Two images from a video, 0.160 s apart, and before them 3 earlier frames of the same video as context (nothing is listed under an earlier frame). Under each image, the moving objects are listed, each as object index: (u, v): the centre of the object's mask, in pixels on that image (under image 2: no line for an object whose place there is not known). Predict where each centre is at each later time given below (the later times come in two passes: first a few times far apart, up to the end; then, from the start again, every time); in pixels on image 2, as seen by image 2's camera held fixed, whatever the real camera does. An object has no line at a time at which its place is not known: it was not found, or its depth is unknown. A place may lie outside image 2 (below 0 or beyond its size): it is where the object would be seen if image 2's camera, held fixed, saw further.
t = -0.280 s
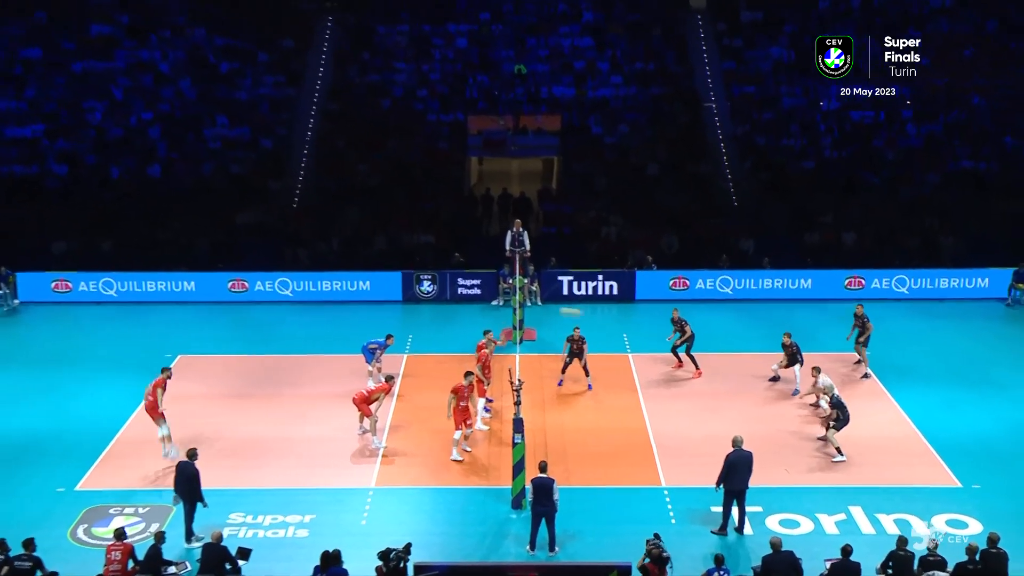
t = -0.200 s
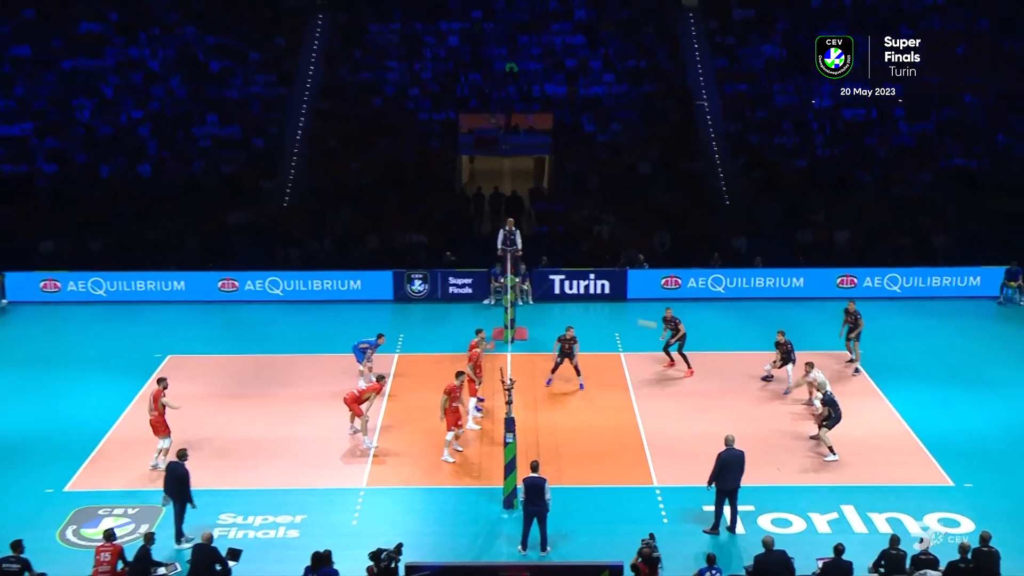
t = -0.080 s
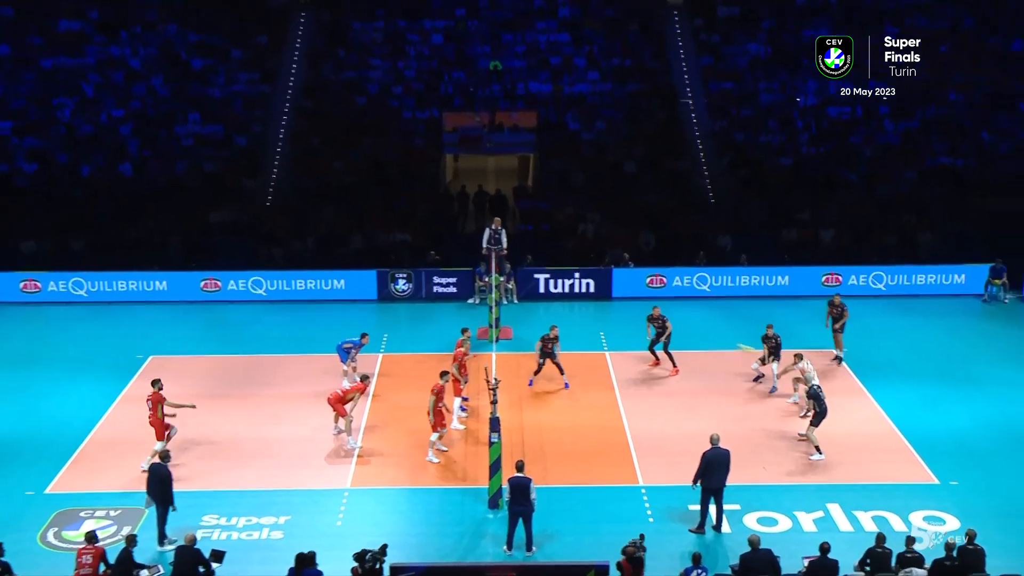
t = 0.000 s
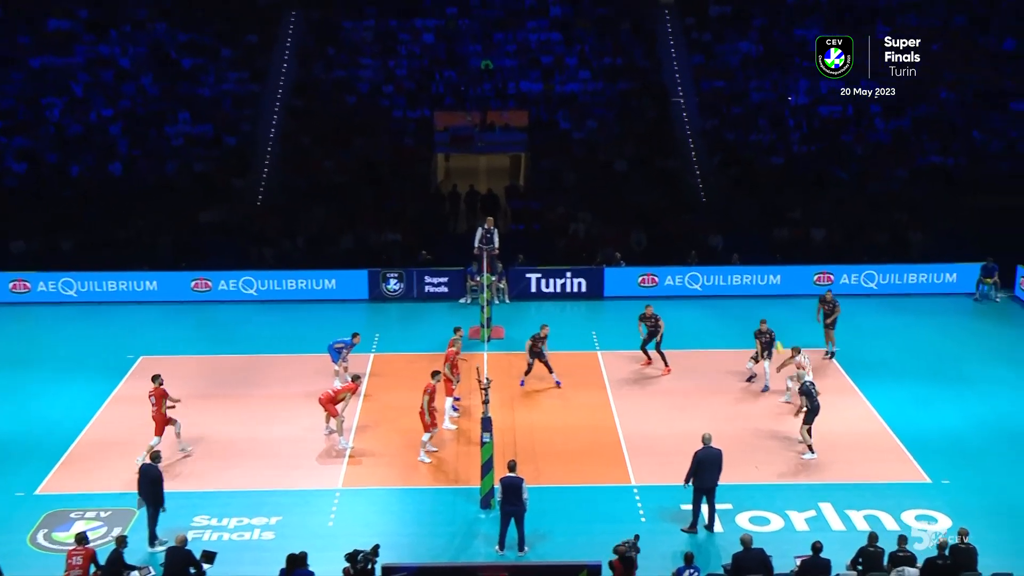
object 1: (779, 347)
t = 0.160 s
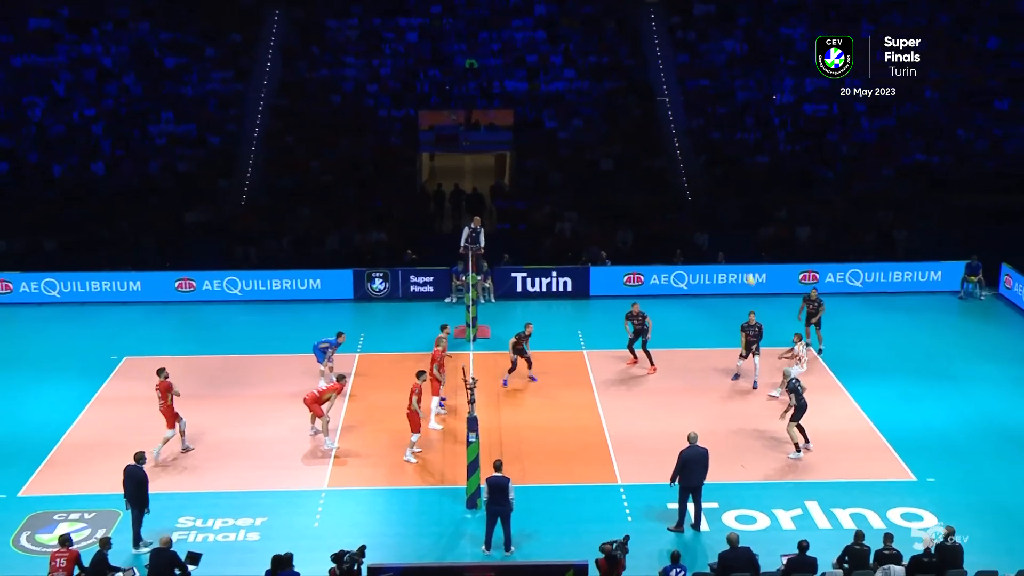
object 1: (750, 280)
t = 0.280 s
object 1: (740, 238)
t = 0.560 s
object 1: (720, 160)
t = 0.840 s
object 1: (703, 115)
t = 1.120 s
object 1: (687, 103)
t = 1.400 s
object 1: (670, 124)
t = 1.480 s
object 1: (665, 136)
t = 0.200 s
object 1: (747, 264)
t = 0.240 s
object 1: (744, 251)
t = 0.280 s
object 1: (740, 238)
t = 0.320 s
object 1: (737, 224)
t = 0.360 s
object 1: (734, 212)
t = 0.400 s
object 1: (731, 200)
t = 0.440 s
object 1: (729, 189)
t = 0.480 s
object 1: (726, 179)
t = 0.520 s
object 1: (723, 169)
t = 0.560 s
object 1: (720, 160)
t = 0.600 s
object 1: (718, 152)
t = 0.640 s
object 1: (715, 143)
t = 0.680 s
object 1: (713, 136)
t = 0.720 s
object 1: (710, 130)
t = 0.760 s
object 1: (708, 124)
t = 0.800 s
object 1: (705, 119)
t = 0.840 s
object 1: (703, 115)
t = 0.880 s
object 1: (701, 111)
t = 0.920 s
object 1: (698, 108)
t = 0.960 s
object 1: (696, 106)
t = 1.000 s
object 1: (694, 104)
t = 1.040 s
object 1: (691, 103)
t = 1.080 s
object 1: (689, 102)
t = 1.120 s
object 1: (687, 103)
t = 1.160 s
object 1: (684, 103)
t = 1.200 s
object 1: (682, 105)
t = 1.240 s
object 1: (680, 107)
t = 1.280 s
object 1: (677, 111)
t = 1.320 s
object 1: (675, 114)
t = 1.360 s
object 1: (672, 119)
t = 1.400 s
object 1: (670, 124)
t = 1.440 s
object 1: (667, 130)
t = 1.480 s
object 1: (665, 136)
